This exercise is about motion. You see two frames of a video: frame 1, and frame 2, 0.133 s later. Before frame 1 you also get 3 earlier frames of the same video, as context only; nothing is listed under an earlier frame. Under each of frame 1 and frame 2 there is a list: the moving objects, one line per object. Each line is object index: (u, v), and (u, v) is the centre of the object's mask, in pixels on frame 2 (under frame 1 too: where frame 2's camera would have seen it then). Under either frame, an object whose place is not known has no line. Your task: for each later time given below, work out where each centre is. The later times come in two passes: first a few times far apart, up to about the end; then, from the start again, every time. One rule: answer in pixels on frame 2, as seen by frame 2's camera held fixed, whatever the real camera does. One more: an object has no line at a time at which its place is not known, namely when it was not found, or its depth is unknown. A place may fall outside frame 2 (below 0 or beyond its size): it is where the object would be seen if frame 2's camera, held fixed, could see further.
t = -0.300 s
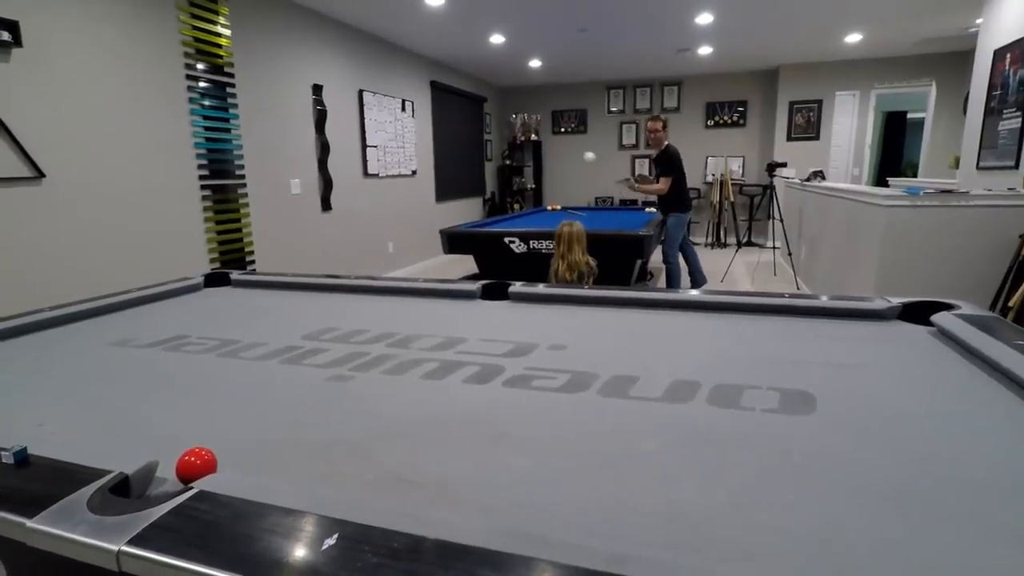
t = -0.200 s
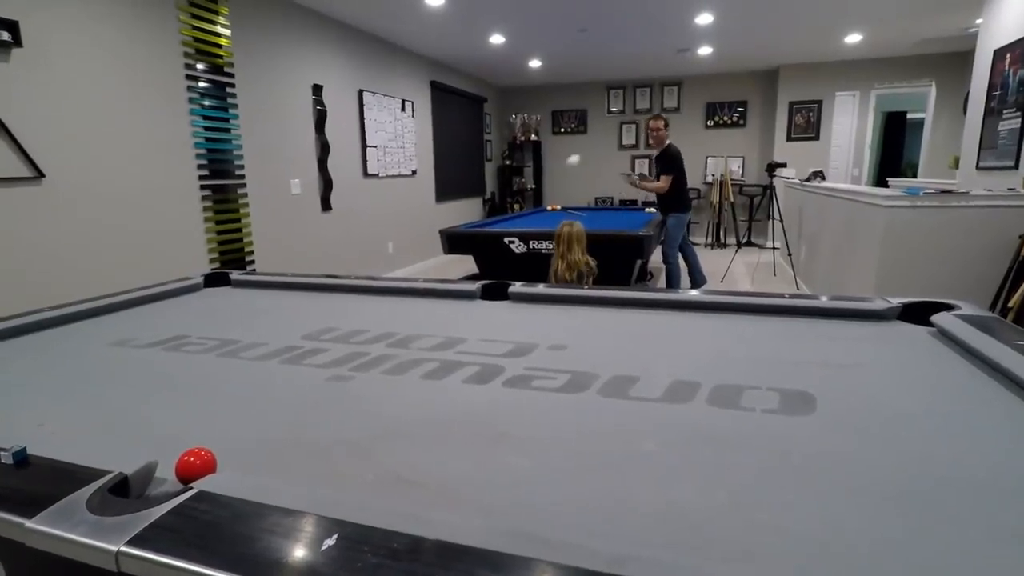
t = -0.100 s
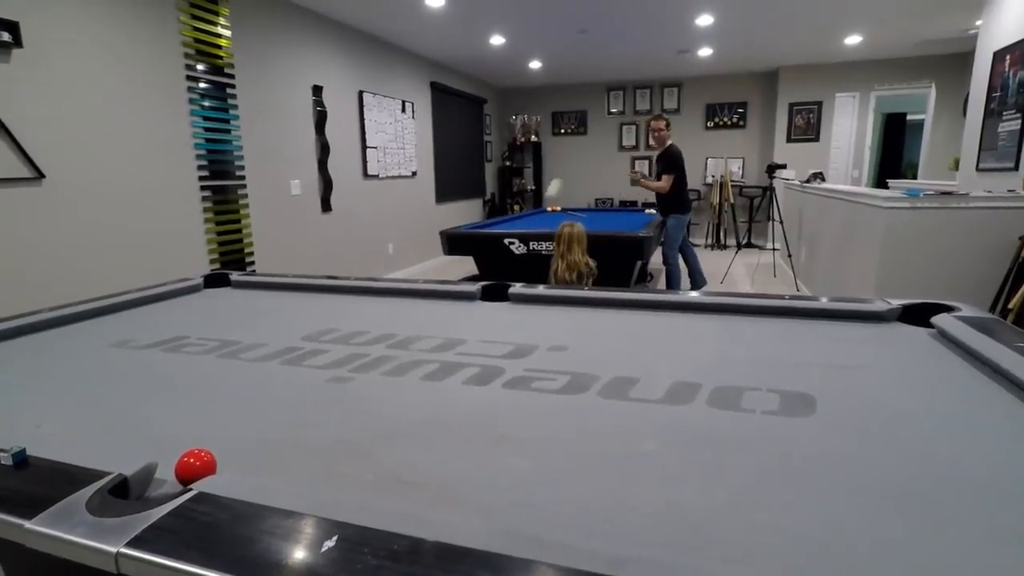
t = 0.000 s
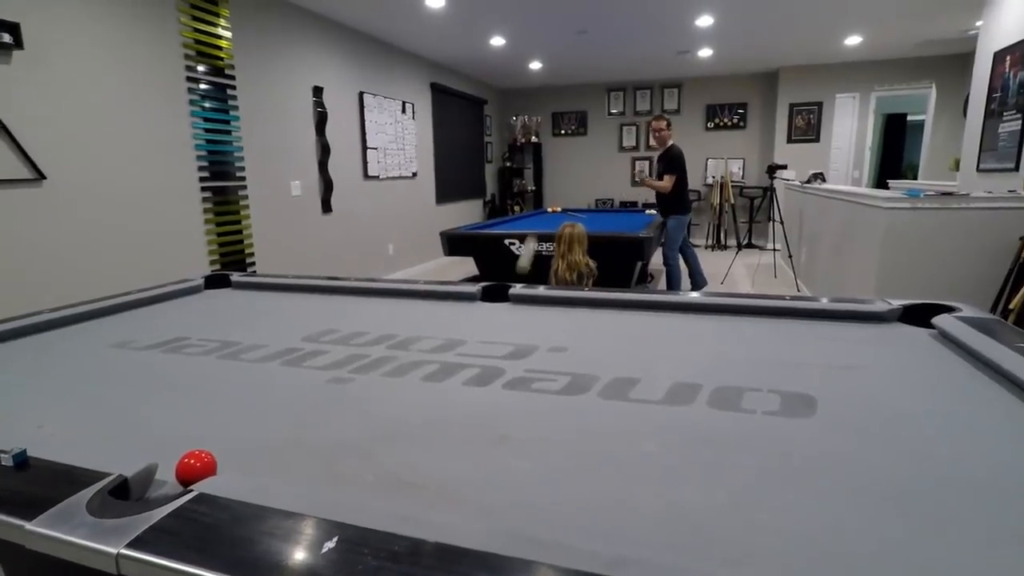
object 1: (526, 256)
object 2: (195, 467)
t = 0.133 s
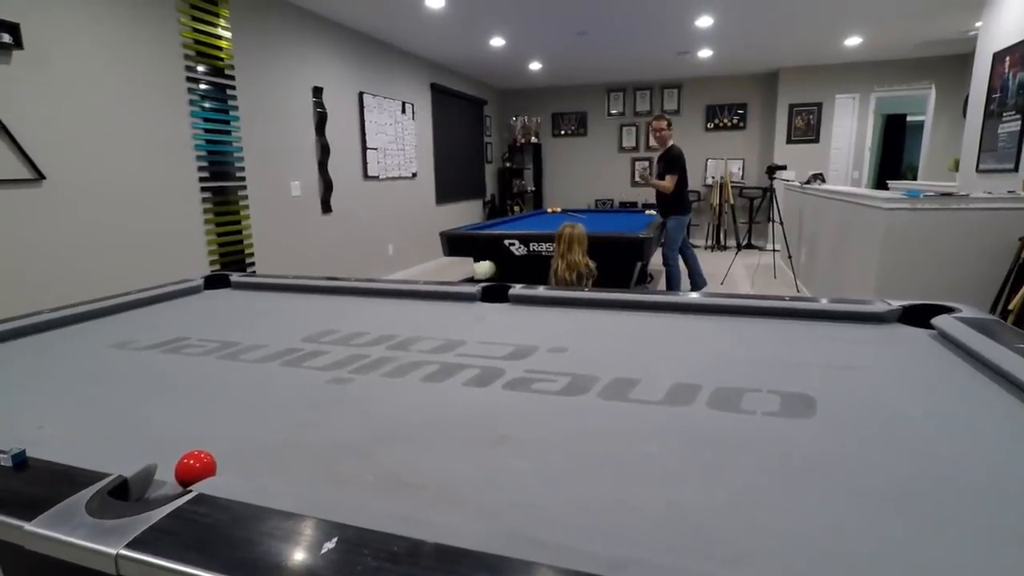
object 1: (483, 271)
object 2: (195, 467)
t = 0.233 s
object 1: (440, 296)
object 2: (195, 467)
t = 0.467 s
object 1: (224, 426)
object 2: (194, 467)
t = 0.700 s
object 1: (137, 406)
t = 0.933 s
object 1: (89, 378)
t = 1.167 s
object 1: (35, 365)
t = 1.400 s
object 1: (2, 354)
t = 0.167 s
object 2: (194, 468)
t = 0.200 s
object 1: (453, 284)
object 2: (195, 468)
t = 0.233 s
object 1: (440, 296)
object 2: (195, 467)
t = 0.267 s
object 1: (420, 319)
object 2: (195, 467)
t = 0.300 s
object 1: (400, 342)
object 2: (195, 467)
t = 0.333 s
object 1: (375, 347)
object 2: (195, 467)
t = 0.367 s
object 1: (344, 356)
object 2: (195, 467)
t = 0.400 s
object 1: (313, 368)
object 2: (195, 467)
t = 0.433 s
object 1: (272, 390)
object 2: (195, 467)
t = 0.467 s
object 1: (224, 426)
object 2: (194, 467)
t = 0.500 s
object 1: (182, 445)
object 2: (177, 478)
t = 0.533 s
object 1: (160, 442)
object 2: (141, 490)
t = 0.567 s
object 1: (156, 437)
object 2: (140, 496)
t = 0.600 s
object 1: (152, 429)
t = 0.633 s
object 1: (147, 419)
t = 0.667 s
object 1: (142, 414)
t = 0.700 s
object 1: (137, 406)
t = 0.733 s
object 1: (131, 400)
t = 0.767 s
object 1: (125, 395)
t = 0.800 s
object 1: (119, 391)
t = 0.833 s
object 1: (112, 386)
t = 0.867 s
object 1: (105, 383)
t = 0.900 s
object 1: (97, 380)
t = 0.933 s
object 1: (89, 378)
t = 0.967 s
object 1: (81, 376)
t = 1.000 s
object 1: (73, 374)
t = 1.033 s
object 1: (64, 372)
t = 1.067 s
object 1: (57, 370)
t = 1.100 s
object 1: (49, 369)
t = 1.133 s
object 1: (42, 367)
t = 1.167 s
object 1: (35, 365)
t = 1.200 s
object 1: (28, 364)
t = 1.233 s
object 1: (22, 362)
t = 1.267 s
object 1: (15, 360)
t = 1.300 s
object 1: (10, 359)
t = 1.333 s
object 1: (7, 357)
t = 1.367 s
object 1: (4, 356)
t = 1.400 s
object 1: (2, 354)
